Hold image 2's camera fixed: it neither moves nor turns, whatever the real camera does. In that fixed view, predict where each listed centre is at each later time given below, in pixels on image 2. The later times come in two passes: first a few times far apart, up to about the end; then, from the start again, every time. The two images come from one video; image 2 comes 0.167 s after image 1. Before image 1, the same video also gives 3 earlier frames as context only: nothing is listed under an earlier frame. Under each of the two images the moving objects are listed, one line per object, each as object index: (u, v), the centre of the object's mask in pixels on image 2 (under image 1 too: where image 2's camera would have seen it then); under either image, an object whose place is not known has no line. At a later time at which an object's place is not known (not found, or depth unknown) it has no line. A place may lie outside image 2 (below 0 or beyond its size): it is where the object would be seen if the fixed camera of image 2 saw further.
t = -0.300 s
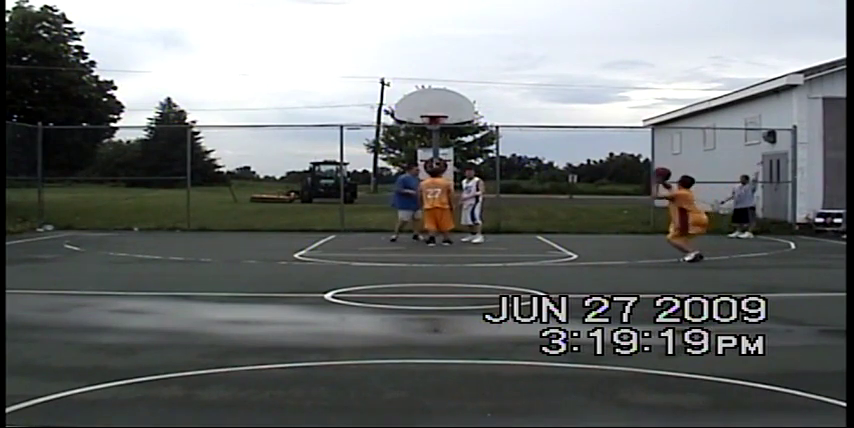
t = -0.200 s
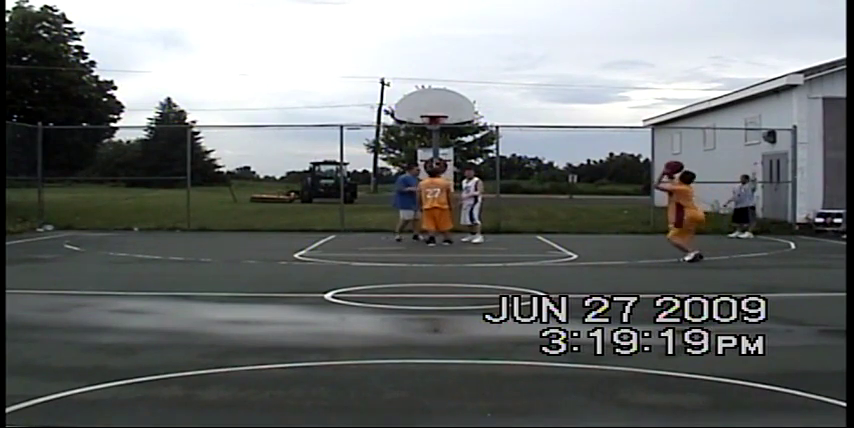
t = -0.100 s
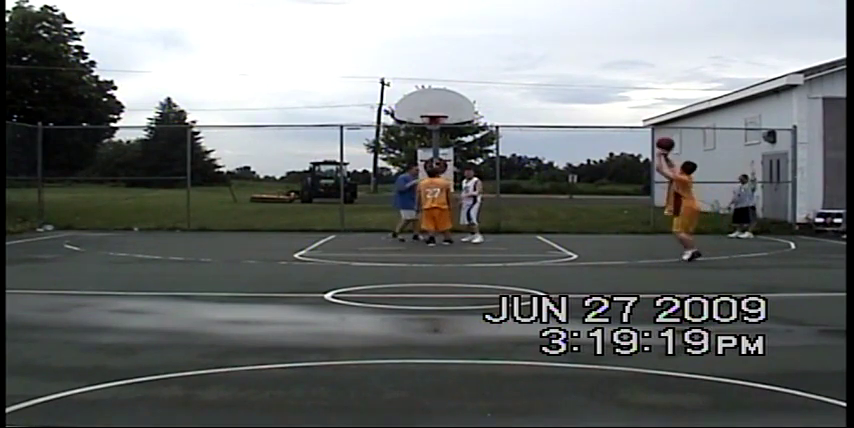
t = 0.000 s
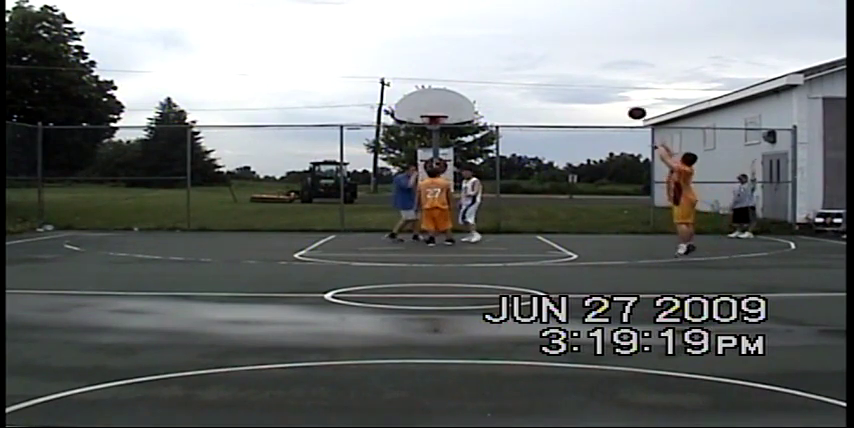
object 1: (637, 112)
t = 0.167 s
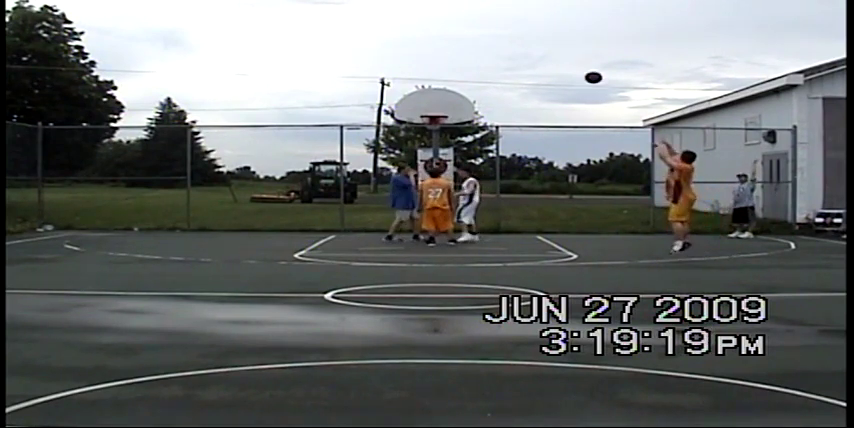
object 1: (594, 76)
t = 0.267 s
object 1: (570, 63)
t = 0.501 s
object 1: (519, 54)
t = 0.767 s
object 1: (470, 71)
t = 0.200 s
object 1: (586, 71)
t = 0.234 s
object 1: (578, 67)
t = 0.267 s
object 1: (570, 63)
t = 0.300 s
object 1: (562, 60)
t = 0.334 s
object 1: (555, 58)
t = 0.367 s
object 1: (547, 56)
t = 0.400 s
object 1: (540, 54)
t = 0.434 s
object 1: (533, 54)
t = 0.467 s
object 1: (526, 53)
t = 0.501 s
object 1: (519, 54)
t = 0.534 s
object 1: (513, 54)
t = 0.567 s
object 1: (507, 55)
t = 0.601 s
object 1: (500, 57)
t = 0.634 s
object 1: (494, 59)
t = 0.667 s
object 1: (488, 61)
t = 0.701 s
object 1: (482, 64)
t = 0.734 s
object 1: (476, 67)
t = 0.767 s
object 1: (470, 71)
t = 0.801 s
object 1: (465, 75)
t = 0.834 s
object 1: (459, 80)
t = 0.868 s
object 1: (453, 85)
